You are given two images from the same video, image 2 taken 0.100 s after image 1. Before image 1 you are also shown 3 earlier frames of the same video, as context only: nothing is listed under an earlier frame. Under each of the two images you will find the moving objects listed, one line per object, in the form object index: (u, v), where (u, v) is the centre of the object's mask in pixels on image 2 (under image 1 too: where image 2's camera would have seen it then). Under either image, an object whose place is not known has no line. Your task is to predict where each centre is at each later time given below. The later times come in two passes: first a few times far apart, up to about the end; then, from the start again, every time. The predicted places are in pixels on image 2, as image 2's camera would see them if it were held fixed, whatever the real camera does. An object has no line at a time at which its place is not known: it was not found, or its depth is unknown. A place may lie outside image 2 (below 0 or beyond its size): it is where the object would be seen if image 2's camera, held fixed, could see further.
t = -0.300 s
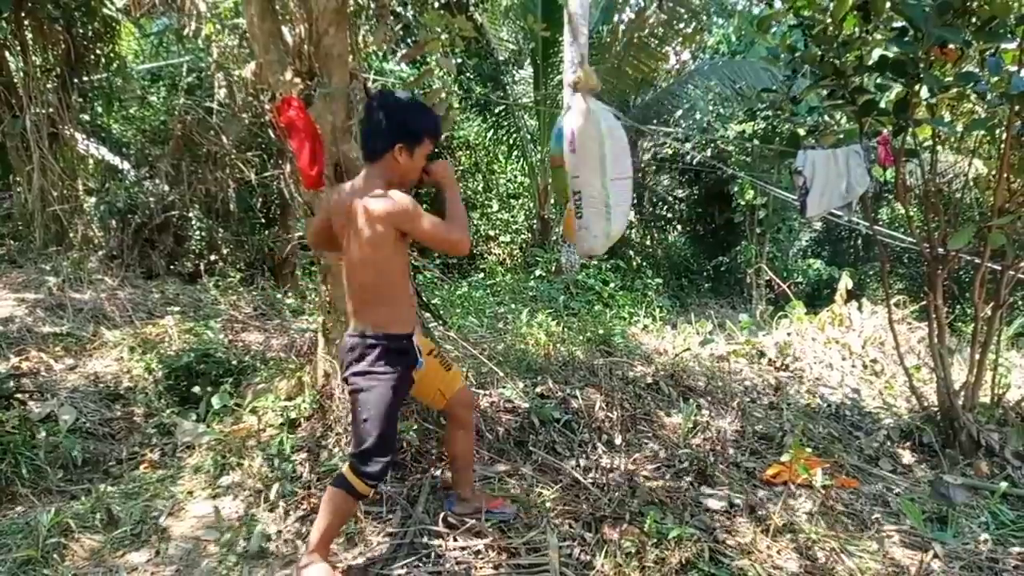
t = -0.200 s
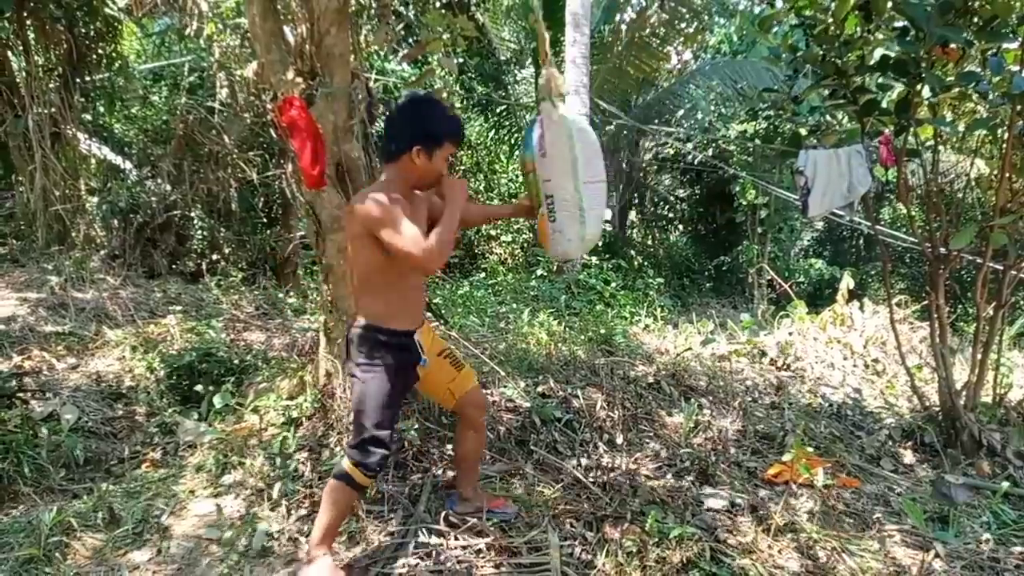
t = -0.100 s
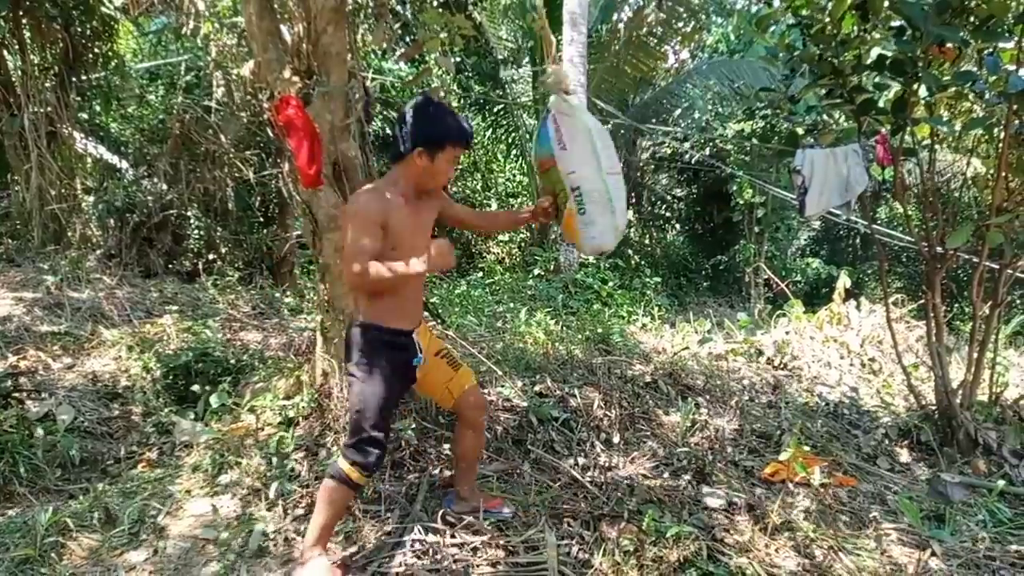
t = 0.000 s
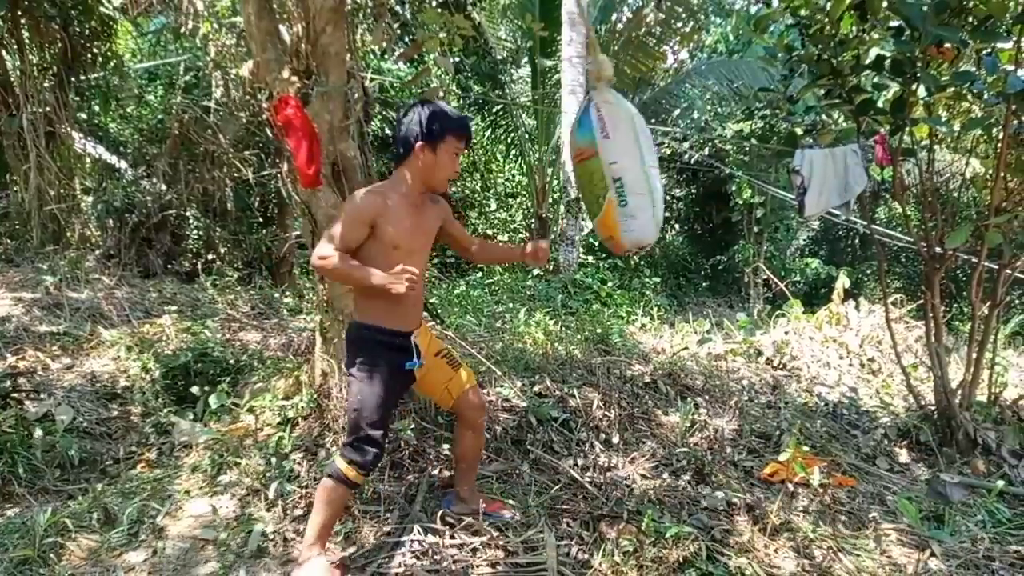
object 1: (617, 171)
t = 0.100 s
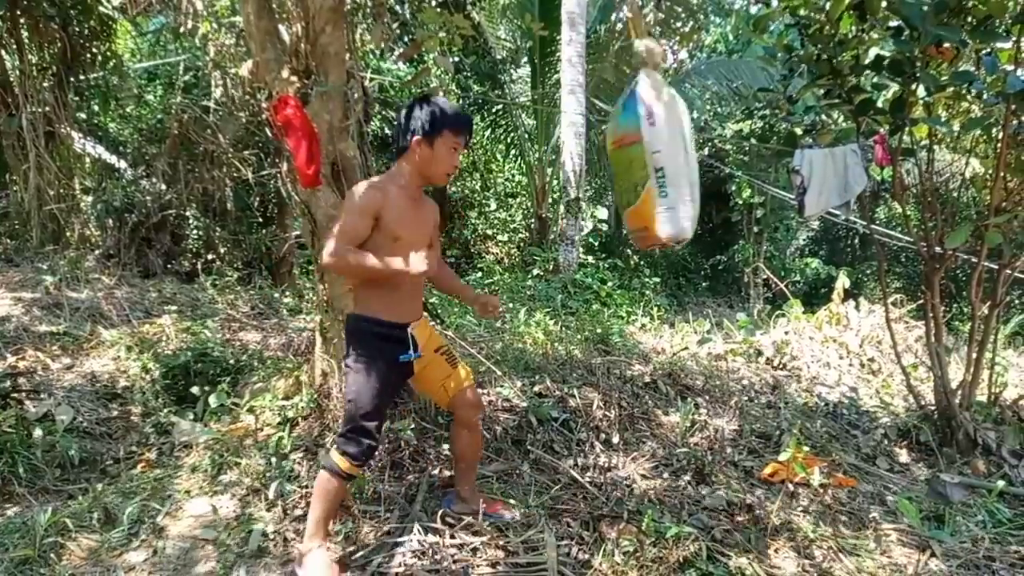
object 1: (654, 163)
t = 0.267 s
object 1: (704, 150)
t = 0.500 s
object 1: (746, 132)
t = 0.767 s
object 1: (737, 135)
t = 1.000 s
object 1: (676, 152)
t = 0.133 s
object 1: (666, 159)
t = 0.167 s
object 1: (676, 157)
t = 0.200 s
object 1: (686, 155)
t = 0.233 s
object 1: (696, 153)
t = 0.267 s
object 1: (704, 150)
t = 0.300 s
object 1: (711, 147)
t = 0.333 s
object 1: (719, 145)
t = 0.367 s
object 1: (726, 142)
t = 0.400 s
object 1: (733, 140)
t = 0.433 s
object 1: (739, 137)
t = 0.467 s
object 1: (743, 135)
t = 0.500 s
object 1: (746, 132)
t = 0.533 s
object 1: (749, 131)
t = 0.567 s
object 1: (751, 130)
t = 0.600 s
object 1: (752, 130)
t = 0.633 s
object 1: (752, 130)
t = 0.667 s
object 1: (751, 131)
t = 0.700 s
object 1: (748, 132)
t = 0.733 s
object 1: (743, 133)
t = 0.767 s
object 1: (737, 135)
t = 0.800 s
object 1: (730, 137)
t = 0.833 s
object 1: (724, 139)
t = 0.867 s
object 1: (716, 142)
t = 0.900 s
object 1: (708, 144)
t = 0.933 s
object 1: (698, 147)
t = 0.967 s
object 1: (687, 149)
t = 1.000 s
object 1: (676, 152)
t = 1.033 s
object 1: (664, 154)
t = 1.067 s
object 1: (653, 158)
